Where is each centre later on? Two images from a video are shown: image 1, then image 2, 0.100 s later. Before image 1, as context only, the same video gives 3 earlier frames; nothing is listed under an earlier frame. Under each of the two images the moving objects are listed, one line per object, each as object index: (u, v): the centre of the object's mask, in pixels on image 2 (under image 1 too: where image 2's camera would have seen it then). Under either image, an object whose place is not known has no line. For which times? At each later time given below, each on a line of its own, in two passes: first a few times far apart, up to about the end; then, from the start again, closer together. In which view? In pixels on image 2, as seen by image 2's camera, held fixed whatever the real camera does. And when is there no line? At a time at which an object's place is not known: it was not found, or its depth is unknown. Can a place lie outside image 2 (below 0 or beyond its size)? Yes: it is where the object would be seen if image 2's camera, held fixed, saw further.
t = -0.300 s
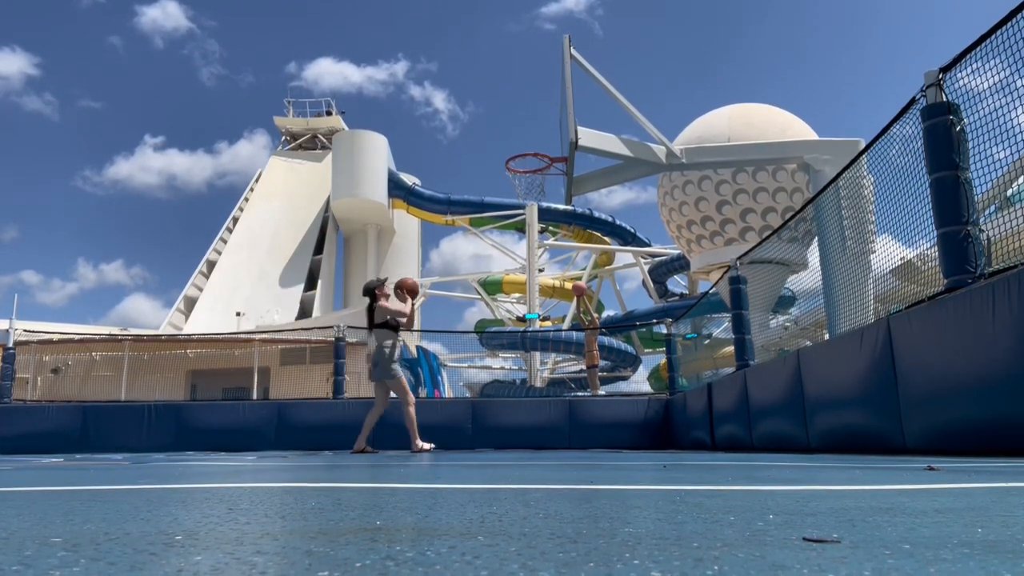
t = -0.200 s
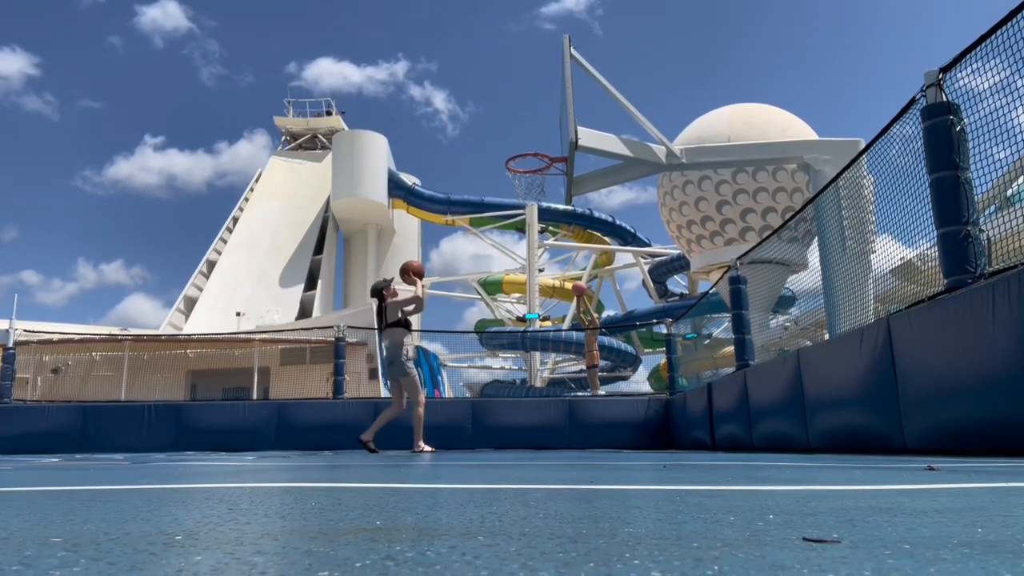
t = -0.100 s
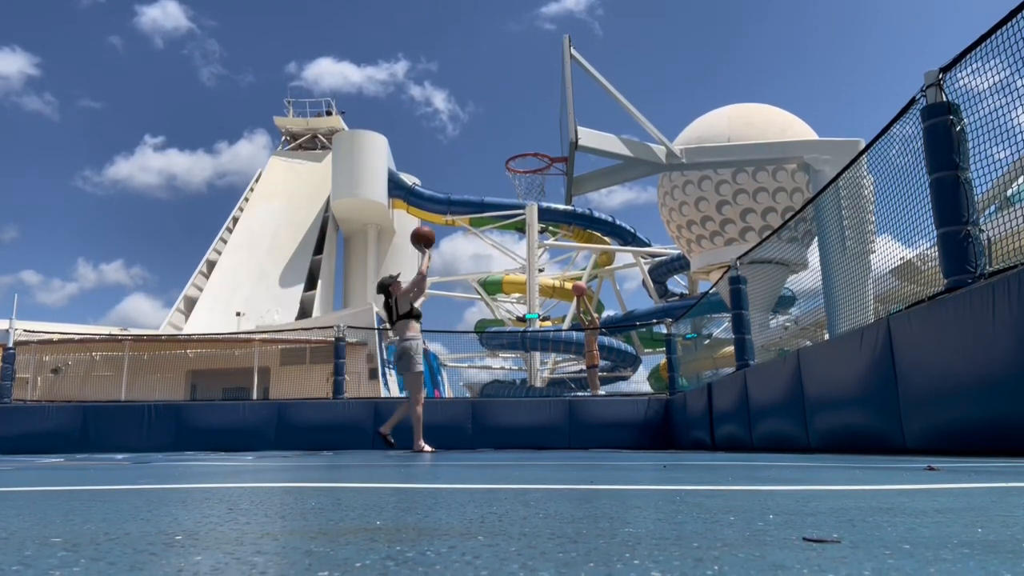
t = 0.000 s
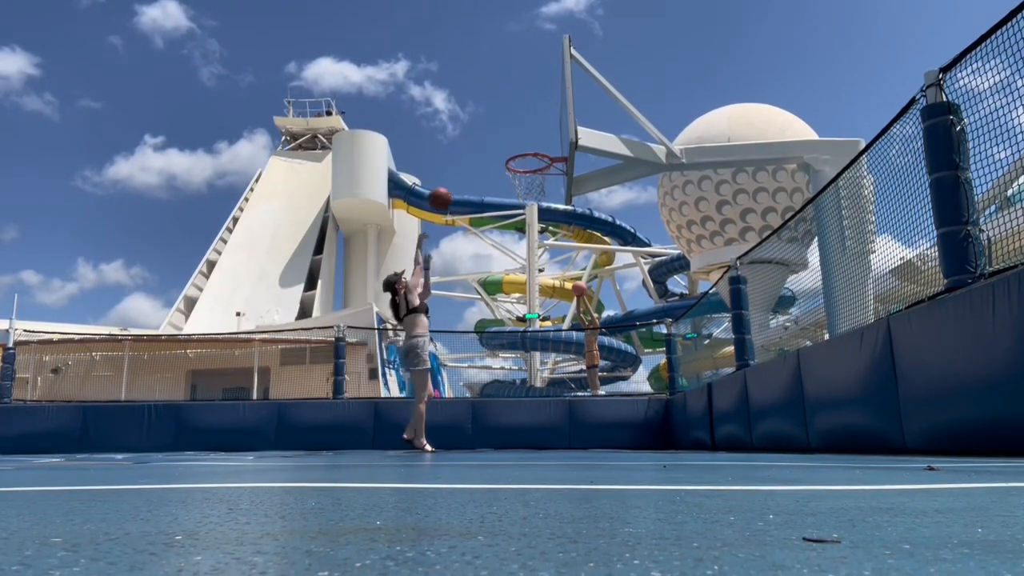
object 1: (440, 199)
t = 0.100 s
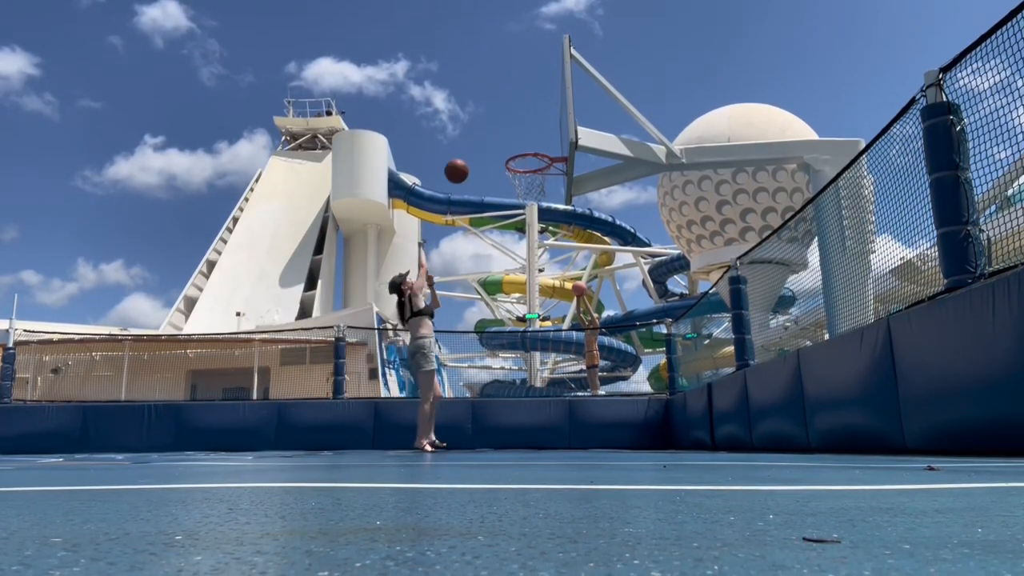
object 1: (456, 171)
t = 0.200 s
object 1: (473, 153)
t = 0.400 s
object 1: (505, 143)
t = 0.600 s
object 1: (538, 169)
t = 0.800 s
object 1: (547, 204)
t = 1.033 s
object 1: (543, 278)
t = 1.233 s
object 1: (542, 385)
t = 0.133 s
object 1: (462, 164)
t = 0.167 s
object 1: (467, 158)
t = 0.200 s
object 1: (473, 153)
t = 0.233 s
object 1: (478, 148)
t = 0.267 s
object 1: (484, 145)
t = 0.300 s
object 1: (489, 143)
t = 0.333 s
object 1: (494, 142)
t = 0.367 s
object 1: (500, 142)
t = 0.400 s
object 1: (505, 143)
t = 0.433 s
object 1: (511, 144)
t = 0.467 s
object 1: (516, 146)
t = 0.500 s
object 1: (521, 151)
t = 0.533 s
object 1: (527, 156)
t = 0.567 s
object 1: (532, 162)
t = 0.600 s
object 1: (538, 169)
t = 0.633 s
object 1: (543, 176)
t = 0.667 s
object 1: (547, 182)
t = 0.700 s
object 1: (549, 188)
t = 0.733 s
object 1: (549, 192)
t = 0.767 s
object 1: (548, 198)
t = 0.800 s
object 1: (547, 204)
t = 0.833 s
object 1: (546, 211)
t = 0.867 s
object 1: (546, 220)
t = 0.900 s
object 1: (545, 230)
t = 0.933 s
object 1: (545, 240)
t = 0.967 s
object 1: (544, 251)
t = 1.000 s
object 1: (544, 264)
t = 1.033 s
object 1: (543, 278)
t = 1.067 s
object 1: (543, 293)
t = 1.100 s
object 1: (543, 309)
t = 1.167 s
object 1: (543, 345)
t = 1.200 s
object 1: (542, 365)
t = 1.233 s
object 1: (542, 385)
